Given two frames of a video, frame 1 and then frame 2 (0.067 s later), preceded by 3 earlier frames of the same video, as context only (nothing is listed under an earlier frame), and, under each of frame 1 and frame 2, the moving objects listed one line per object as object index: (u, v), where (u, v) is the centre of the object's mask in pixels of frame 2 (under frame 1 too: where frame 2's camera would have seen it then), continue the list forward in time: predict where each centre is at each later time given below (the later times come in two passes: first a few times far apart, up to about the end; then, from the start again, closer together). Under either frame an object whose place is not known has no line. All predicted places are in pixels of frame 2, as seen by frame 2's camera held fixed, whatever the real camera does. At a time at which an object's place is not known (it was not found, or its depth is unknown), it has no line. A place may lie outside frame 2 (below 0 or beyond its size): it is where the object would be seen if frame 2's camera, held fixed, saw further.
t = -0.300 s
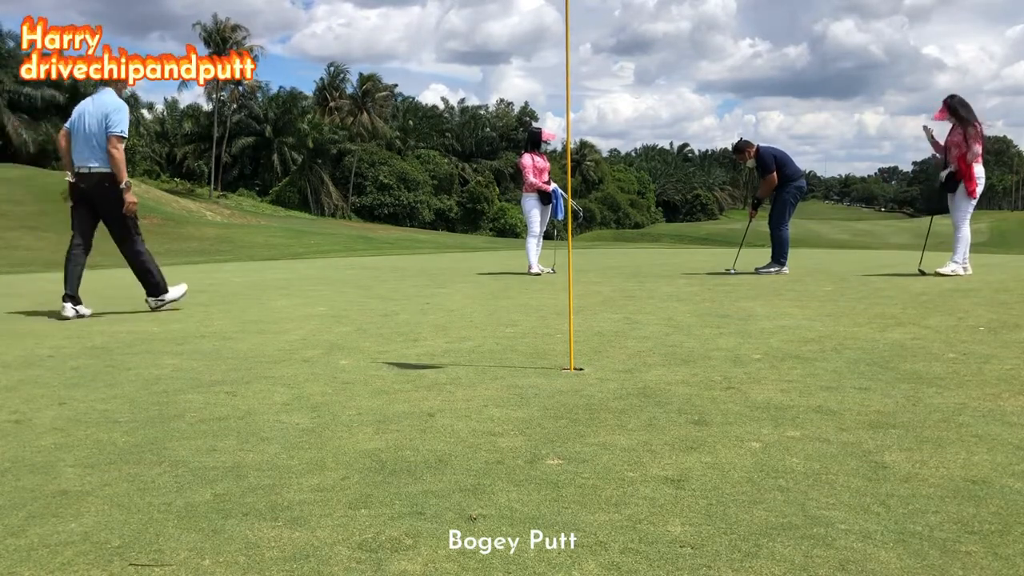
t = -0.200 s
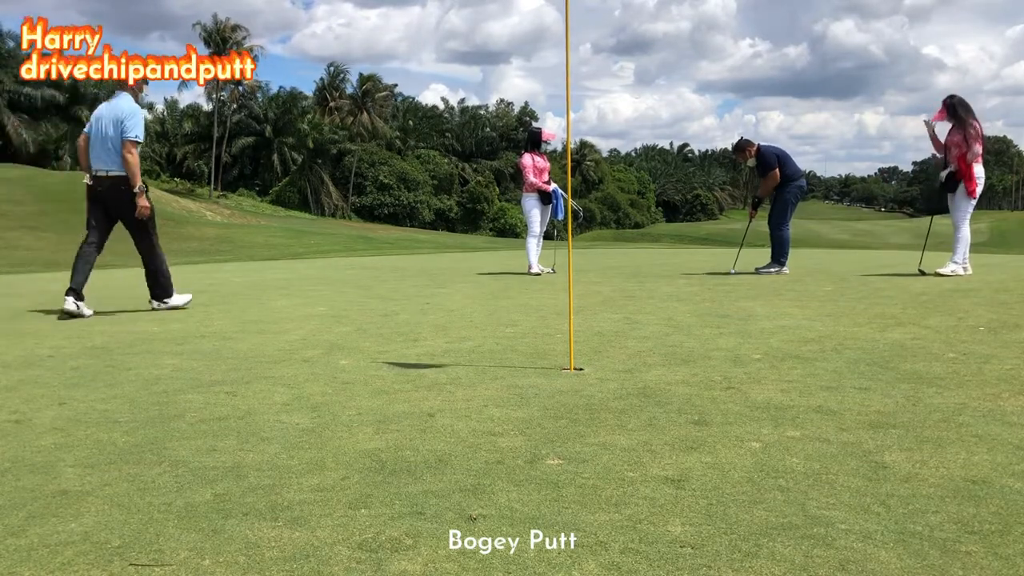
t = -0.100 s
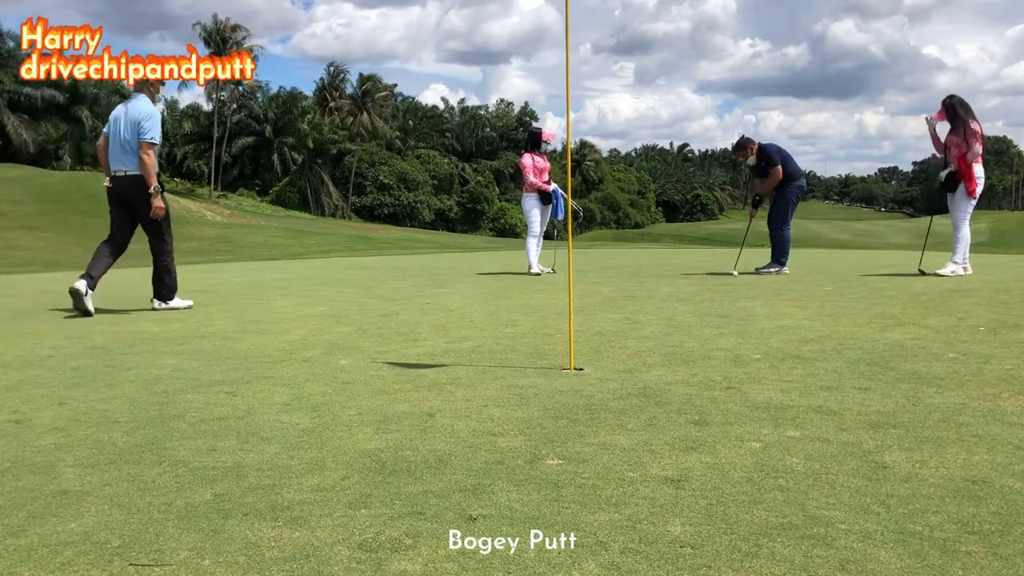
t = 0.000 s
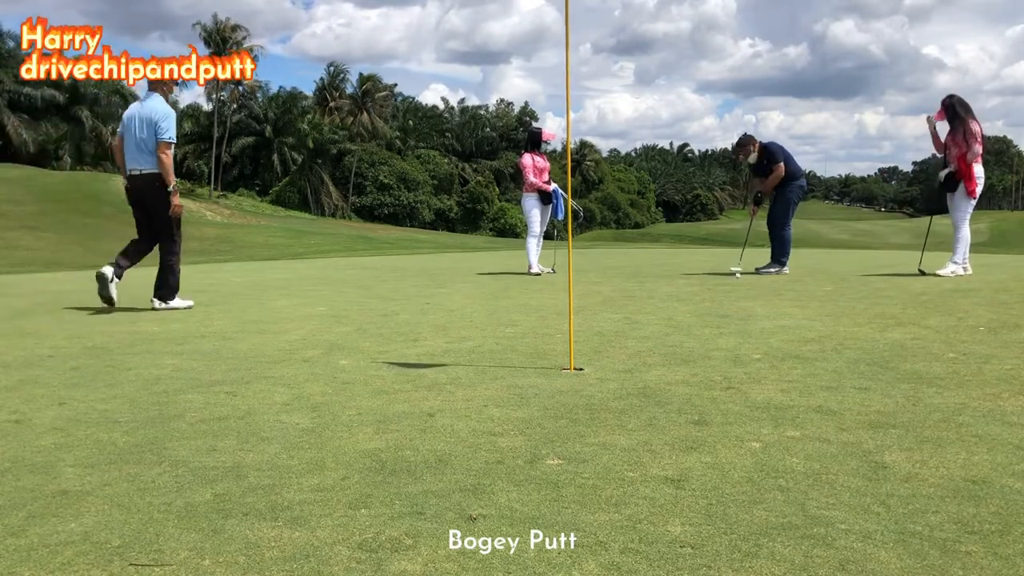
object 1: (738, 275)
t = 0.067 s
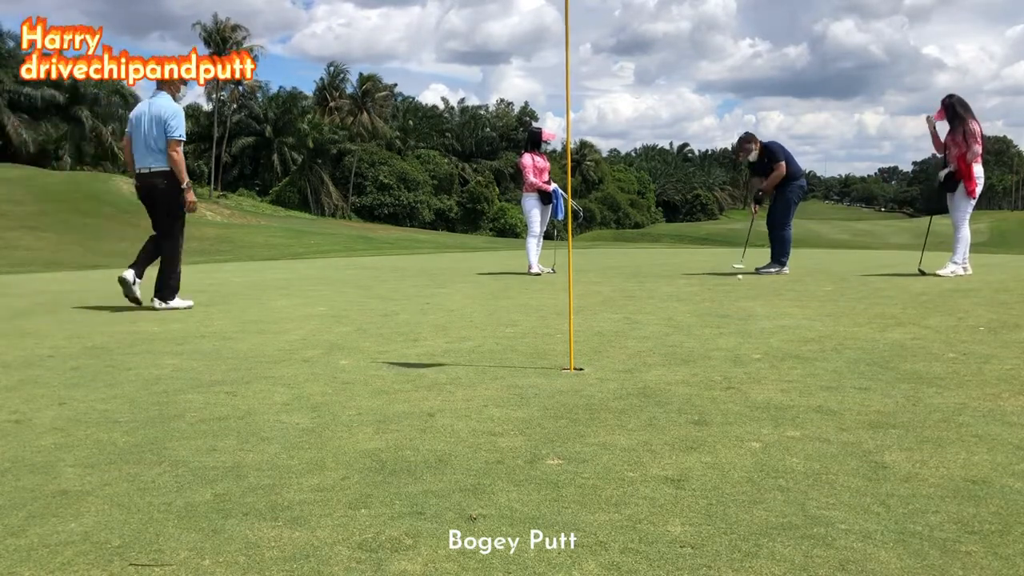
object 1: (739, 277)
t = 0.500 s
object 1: (748, 286)
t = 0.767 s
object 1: (751, 292)
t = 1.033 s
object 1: (751, 299)
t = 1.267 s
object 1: (750, 306)
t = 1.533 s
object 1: (745, 314)
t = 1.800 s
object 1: (737, 323)
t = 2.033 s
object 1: (727, 331)
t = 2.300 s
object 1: (714, 340)
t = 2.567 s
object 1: (697, 349)
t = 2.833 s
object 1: (676, 358)
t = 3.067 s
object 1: (656, 366)
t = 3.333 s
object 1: (634, 373)
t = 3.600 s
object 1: (612, 380)
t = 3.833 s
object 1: (596, 385)
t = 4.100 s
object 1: (578, 389)
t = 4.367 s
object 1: (566, 391)
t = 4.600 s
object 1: (562, 392)
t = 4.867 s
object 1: (560, 392)
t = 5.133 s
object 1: (560, 393)
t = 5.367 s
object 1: (560, 393)
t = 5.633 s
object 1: (560, 393)
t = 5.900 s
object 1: (560, 393)
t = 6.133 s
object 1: (560, 393)
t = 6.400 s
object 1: (559, 393)
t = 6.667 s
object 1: (559, 393)
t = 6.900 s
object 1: (559, 393)
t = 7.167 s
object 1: (559, 393)
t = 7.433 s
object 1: (559, 393)
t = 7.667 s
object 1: (559, 393)
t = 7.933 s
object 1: (559, 393)
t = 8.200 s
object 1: (559, 393)
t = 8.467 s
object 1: (559, 393)
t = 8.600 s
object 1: (559, 393)
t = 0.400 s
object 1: (746, 284)
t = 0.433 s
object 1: (747, 284)
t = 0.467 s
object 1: (747, 286)
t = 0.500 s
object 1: (748, 286)
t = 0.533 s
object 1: (749, 287)
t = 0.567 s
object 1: (749, 287)
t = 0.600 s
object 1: (749, 288)
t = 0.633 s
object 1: (750, 289)
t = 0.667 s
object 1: (750, 290)
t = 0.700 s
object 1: (751, 290)
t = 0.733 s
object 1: (751, 291)
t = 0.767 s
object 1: (751, 292)
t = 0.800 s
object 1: (751, 293)
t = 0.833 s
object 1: (751, 294)
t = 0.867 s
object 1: (751, 295)
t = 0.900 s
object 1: (751, 296)
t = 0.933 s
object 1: (752, 297)
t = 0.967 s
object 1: (751, 297)
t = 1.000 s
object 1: (751, 298)
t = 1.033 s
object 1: (751, 299)
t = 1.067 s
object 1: (751, 300)
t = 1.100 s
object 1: (751, 301)
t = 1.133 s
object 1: (751, 302)
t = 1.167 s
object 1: (750, 303)
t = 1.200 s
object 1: (750, 304)
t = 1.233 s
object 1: (750, 305)
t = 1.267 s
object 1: (750, 306)
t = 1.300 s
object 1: (749, 307)
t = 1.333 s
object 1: (749, 308)
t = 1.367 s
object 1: (749, 309)
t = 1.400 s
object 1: (748, 310)
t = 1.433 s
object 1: (747, 311)
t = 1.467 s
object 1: (747, 312)
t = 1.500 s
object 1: (746, 313)
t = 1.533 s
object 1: (745, 314)
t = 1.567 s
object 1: (745, 315)
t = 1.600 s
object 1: (744, 317)
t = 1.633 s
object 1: (743, 318)
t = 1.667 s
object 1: (742, 319)
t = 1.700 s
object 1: (741, 320)
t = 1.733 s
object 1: (740, 321)
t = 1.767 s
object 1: (739, 322)
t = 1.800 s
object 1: (737, 323)
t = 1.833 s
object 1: (736, 324)
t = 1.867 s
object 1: (735, 325)
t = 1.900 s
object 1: (733, 327)
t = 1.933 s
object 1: (732, 327)
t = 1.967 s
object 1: (730, 328)
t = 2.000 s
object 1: (728, 330)
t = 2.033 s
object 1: (727, 331)
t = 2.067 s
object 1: (726, 332)
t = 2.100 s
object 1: (724, 333)
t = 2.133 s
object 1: (722, 334)
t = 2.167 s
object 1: (721, 335)
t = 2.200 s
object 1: (719, 337)
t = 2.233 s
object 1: (717, 338)
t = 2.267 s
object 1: (716, 339)
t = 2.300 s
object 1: (714, 340)
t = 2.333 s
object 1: (712, 341)
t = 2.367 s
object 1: (710, 342)
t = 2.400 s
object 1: (709, 343)
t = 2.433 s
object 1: (707, 345)
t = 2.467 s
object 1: (705, 346)
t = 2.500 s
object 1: (702, 347)
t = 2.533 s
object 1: (700, 348)
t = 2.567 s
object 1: (697, 349)
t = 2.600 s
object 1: (695, 350)
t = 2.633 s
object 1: (692, 352)
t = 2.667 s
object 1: (689, 352)
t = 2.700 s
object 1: (687, 353)
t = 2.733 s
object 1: (684, 355)
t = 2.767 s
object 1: (682, 356)
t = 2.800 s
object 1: (679, 357)
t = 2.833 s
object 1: (676, 358)
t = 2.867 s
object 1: (673, 359)
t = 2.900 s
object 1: (670, 360)
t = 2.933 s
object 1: (667, 361)
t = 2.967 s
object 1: (665, 363)
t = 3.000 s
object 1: (662, 363)
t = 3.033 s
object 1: (659, 364)
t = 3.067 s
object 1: (656, 366)
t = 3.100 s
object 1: (653, 366)
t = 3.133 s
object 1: (650, 367)
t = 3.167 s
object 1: (648, 368)
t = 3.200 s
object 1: (645, 369)
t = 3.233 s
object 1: (642, 370)
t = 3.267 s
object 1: (639, 371)
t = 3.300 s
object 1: (636, 372)
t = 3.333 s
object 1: (634, 373)
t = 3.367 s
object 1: (631, 374)
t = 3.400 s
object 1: (628, 375)
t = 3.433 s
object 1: (626, 376)
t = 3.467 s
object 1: (623, 377)
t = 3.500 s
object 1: (620, 377)
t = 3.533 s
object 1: (618, 378)
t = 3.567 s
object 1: (615, 379)
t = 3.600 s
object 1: (612, 380)
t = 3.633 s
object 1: (610, 381)
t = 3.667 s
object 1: (608, 381)
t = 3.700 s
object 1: (605, 382)
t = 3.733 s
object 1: (603, 383)
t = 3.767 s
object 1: (601, 384)
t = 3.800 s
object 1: (598, 384)
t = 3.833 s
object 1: (596, 385)
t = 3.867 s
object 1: (594, 385)
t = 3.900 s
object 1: (592, 386)
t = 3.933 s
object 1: (589, 386)
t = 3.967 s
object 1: (587, 387)
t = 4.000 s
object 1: (585, 387)
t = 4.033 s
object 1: (582, 388)
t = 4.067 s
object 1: (580, 388)
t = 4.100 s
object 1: (578, 389)
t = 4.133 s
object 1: (576, 389)
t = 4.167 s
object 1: (575, 389)
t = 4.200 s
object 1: (573, 389)
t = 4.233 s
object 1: (571, 390)
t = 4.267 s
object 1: (570, 390)
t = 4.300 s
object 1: (569, 390)
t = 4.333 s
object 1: (567, 390)
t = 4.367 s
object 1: (566, 391)
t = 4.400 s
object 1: (565, 391)
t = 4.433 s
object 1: (564, 391)
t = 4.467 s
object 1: (563, 391)
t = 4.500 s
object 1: (563, 391)
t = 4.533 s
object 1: (562, 392)
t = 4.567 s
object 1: (562, 392)
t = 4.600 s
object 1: (562, 392)
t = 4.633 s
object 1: (561, 392)
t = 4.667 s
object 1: (561, 392)
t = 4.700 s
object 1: (561, 392)
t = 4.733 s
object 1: (561, 392)
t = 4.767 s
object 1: (561, 392)
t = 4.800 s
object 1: (560, 392)
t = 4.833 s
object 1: (560, 392)
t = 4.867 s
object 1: (560, 392)
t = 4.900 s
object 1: (560, 392)
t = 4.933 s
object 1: (560, 392)
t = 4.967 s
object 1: (560, 392)
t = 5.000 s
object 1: (560, 392)
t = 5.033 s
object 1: (560, 392)
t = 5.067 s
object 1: (560, 392)
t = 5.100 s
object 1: (560, 393)
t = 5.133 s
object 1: (560, 393)
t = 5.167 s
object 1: (560, 393)
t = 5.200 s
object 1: (560, 393)
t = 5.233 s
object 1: (560, 393)
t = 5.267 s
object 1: (560, 393)
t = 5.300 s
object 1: (560, 393)
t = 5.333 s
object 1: (560, 393)
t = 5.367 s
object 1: (560, 393)
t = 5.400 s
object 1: (560, 393)
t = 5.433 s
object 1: (560, 393)
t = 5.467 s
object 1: (560, 393)
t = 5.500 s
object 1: (560, 393)
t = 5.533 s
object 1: (559, 393)
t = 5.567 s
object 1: (559, 393)
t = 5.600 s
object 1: (559, 393)
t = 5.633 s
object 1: (560, 393)
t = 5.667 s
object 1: (560, 393)
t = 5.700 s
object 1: (560, 393)
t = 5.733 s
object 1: (560, 393)
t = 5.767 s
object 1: (560, 393)
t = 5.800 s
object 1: (559, 393)
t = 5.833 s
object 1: (560, 393)
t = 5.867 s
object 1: (560, 393)
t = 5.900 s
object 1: (560, 393)
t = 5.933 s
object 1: (560, 393)
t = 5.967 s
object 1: (560, 393)
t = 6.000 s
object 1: (560, 393)
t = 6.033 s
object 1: (560, 393)
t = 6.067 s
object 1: (560, 393)
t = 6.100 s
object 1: (560, 393)
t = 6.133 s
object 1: (560, 393)
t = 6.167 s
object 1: (560, 393)
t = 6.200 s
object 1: (560, 393)
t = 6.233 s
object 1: (560, 393)
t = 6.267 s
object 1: (559, 393)
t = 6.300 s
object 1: (559, 393)
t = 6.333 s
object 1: (560, 393)
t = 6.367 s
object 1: (559, 393)
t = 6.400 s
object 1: (559, 393)
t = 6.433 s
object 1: (559, 393)
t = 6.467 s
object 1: (559, 393)
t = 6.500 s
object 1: (559, 393)
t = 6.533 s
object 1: (559, 393)
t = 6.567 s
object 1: (559, 393)
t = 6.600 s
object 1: (559, 393)
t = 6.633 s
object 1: (559, 393)
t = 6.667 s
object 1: (559, 393)
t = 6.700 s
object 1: (559, 393)
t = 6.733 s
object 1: (559, 393)
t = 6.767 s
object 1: (559, 393)
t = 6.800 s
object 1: (559, 393)
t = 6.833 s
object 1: (559, 393)
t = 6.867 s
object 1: (559, 393)
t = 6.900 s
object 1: (559, 393)
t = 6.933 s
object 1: (559, 393)
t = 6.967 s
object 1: (559, 393)
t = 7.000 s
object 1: (559, 393)
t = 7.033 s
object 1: (559, 393)
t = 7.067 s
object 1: (559, 393)
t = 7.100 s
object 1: (559, 393)
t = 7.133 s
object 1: (559, 393)
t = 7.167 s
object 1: (559, 393)
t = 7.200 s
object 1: (559, 393)
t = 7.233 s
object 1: (559, 393)
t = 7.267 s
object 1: (559, 393)
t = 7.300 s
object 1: (559, 393)
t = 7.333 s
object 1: (559, 393)
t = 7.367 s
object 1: (559, 393)
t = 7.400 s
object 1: (559, 393)
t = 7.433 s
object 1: (559, 393)
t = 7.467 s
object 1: (559, 393)
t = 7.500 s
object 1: (559, 393)
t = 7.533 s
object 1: (559, 393)
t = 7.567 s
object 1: (559, 393)
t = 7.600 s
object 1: (559, 393)
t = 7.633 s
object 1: (559, 393)
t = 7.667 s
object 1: (559, 393)
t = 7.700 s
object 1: (559, 393)
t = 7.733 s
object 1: (559, 393)
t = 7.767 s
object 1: (559, 393)
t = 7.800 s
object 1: (559, 393)
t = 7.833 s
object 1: (559, 393)
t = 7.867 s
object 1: (559, 393)
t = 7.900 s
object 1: (559, 393)
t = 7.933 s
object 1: (559, 393)
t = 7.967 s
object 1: (559, 393)
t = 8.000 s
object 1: (559, 393)
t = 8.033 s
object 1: (559, 393)
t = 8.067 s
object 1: (559, 393)
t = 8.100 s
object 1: (559, 393)
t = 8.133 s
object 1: (559, 393)
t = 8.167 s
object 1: (559, 393)
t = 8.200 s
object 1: (559, 393)
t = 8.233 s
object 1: (559, 393)
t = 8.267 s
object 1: (559, 393)
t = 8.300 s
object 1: (559, 393)
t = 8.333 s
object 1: (559, 393)
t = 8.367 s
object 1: (559, 393)
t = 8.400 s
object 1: (559, 393)
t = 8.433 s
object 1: (559, 393)
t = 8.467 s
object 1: (559, 393)
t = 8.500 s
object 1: (559, 393)
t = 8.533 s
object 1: (559, 393)
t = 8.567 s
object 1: (559, 393)
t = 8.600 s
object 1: (559, 393)
